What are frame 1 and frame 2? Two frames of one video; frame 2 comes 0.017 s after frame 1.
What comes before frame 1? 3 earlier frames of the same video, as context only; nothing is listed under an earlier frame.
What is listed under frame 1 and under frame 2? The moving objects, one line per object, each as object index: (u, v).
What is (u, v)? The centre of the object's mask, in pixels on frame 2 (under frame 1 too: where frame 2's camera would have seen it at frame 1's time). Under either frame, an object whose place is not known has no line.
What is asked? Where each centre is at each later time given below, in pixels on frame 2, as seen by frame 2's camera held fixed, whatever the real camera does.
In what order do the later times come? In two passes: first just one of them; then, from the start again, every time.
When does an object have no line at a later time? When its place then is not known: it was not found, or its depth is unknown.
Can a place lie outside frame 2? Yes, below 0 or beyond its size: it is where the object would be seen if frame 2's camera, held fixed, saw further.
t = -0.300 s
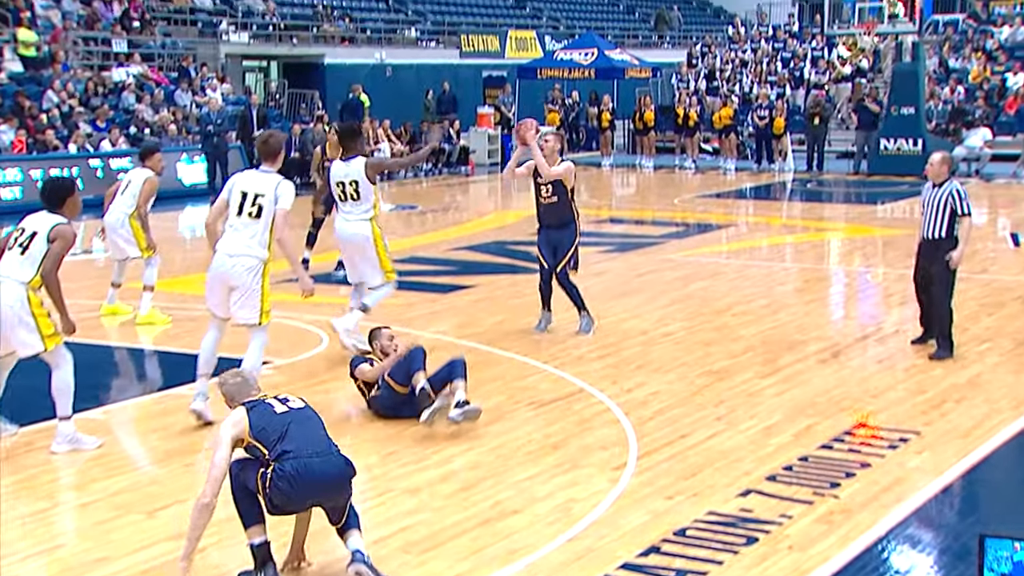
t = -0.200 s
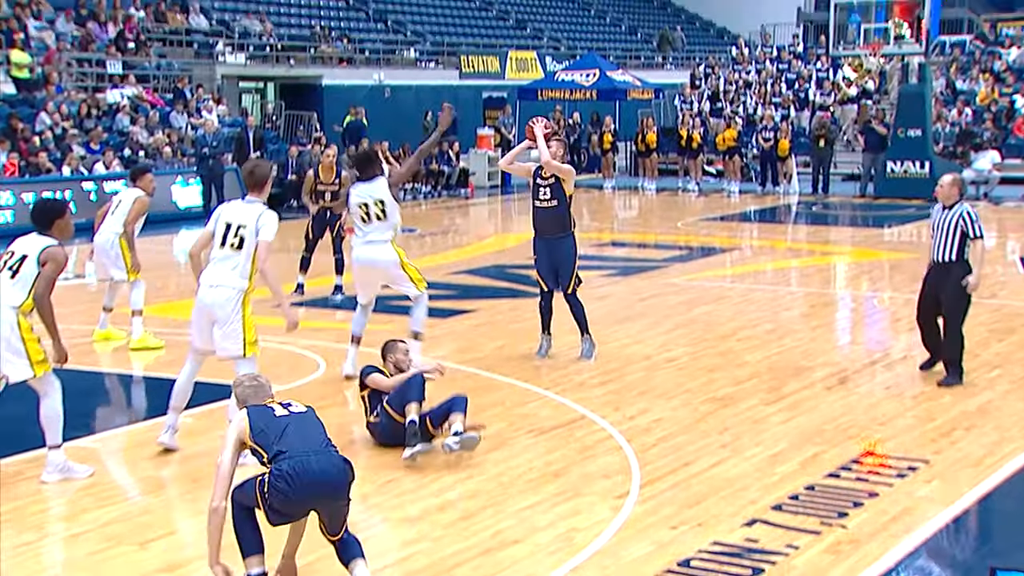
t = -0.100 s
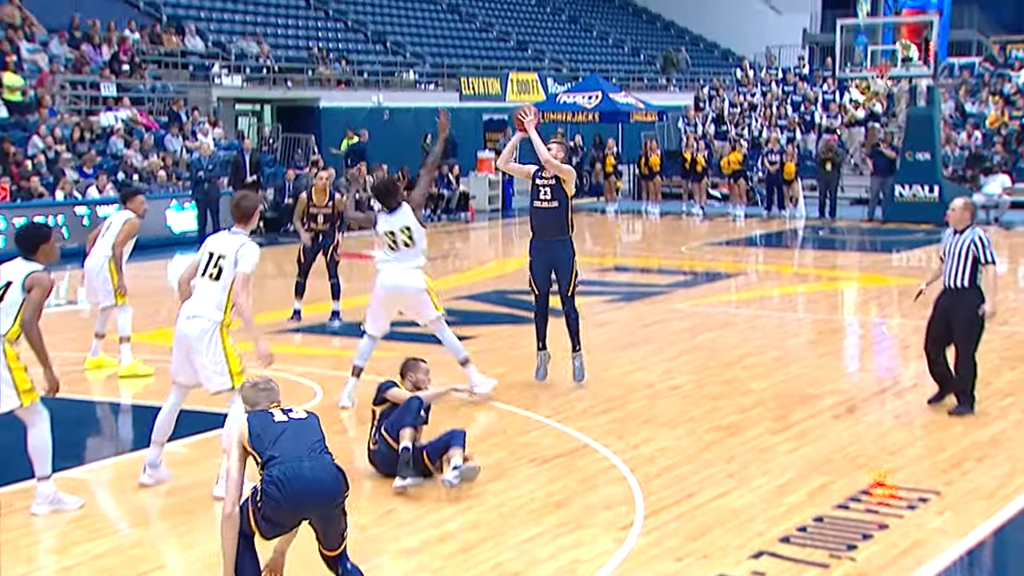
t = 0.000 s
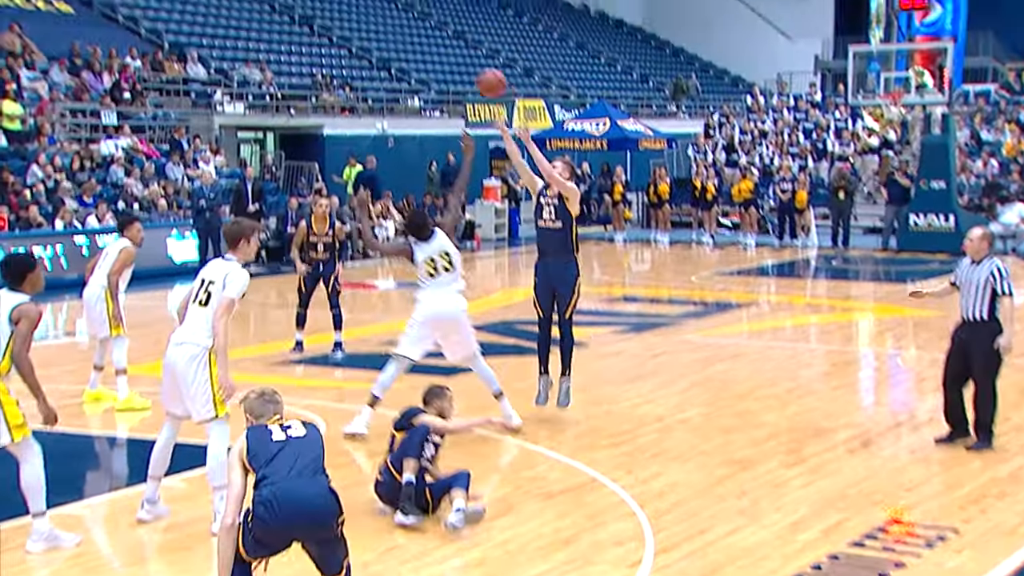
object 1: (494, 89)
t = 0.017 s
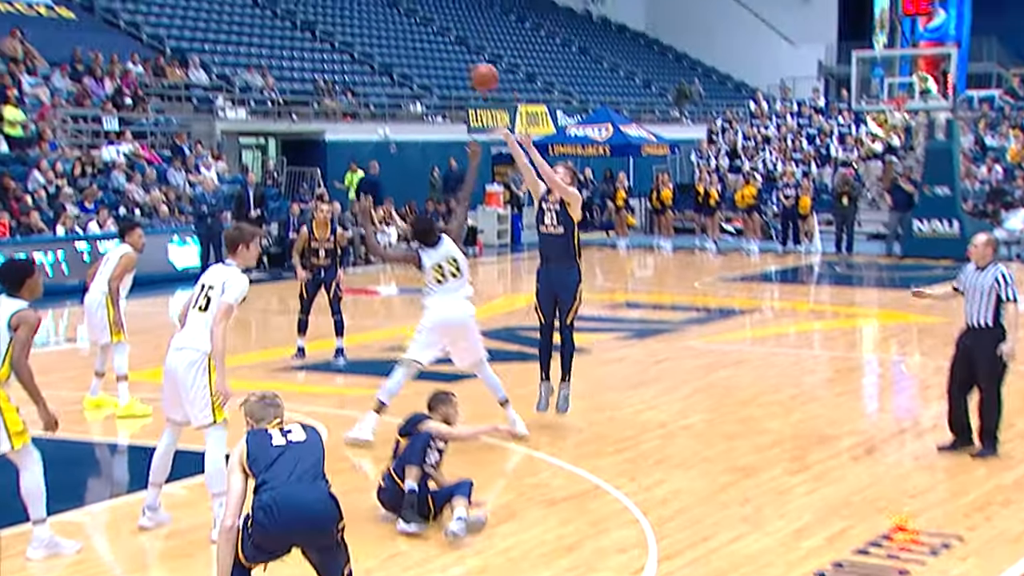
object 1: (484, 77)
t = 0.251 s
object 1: (341, -56)
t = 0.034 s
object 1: (473, 66)
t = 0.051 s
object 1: (465, 55)
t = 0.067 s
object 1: (454, 44)
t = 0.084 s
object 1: (444, 34)
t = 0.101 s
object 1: (433, 24)
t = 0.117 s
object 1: (423, 15)
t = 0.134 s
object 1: (414, 5)
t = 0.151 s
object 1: (403, -4)
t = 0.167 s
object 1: (392, -13)
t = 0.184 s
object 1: (382, -22)
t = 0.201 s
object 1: (372, -31)
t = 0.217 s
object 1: (361, -39)
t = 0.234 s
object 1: (352, -48)
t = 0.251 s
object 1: (341, -56)
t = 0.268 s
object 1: (330, -64)
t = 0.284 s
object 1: (318, -71)
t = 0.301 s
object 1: (306, -78)
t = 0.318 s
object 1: (296, -86)
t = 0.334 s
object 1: (284, -93)
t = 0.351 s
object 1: (273, -99)
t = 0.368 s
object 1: (261, -106)
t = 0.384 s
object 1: (250, -113)
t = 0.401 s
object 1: (237, -117)
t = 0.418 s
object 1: (225, -123)
